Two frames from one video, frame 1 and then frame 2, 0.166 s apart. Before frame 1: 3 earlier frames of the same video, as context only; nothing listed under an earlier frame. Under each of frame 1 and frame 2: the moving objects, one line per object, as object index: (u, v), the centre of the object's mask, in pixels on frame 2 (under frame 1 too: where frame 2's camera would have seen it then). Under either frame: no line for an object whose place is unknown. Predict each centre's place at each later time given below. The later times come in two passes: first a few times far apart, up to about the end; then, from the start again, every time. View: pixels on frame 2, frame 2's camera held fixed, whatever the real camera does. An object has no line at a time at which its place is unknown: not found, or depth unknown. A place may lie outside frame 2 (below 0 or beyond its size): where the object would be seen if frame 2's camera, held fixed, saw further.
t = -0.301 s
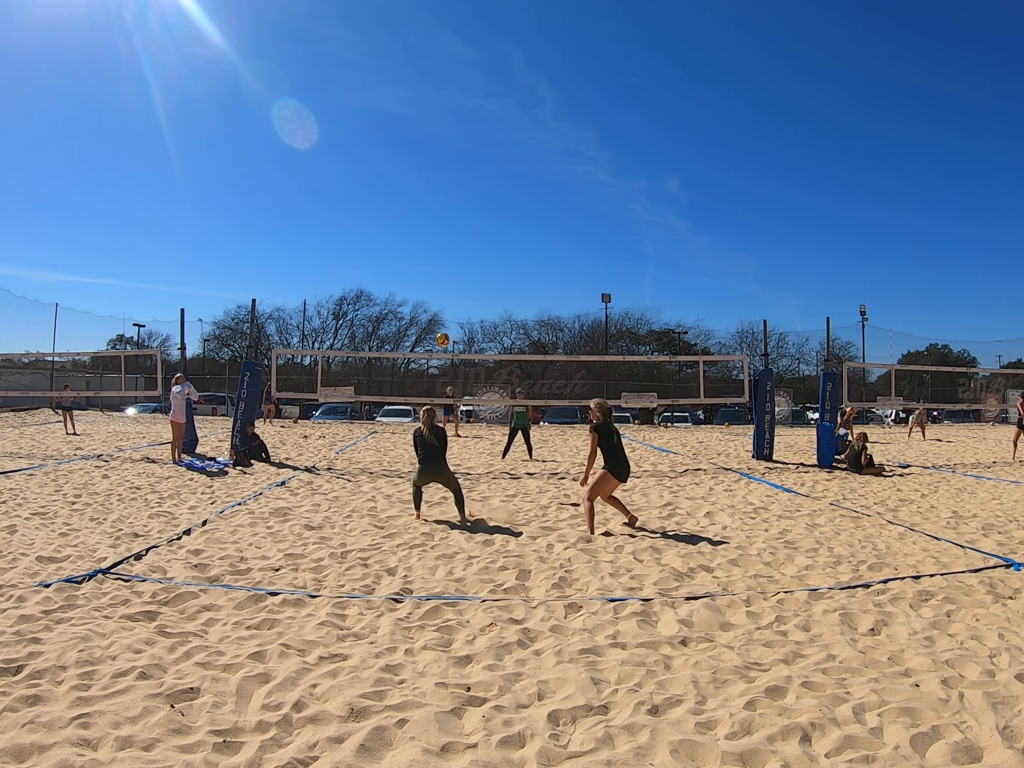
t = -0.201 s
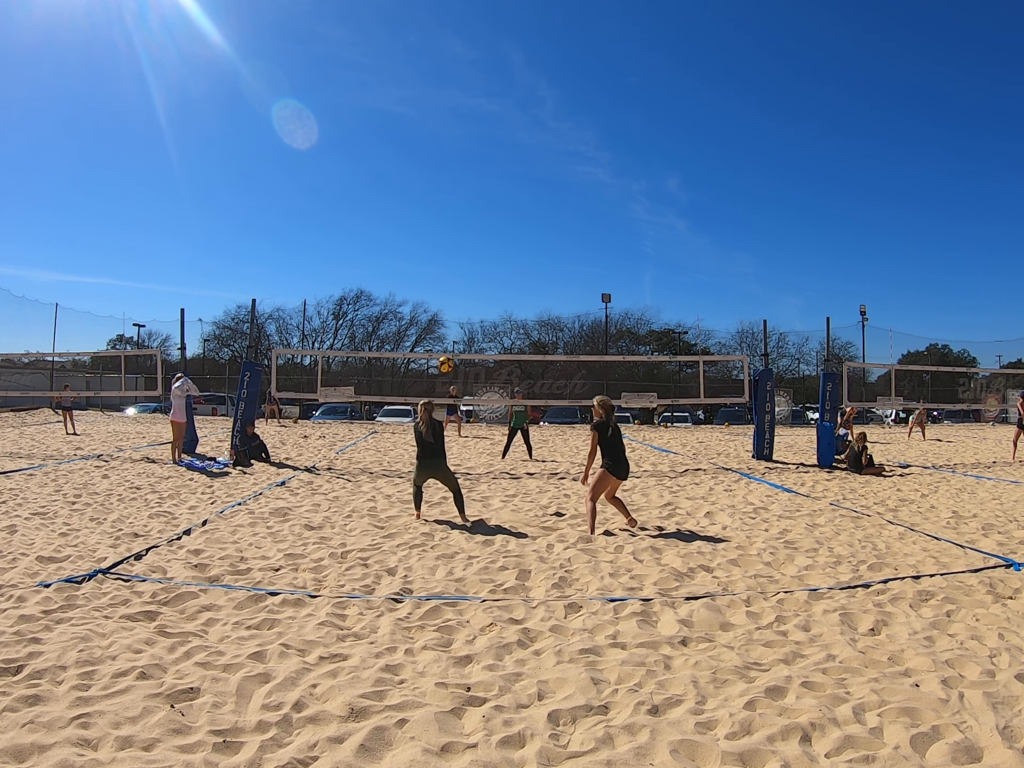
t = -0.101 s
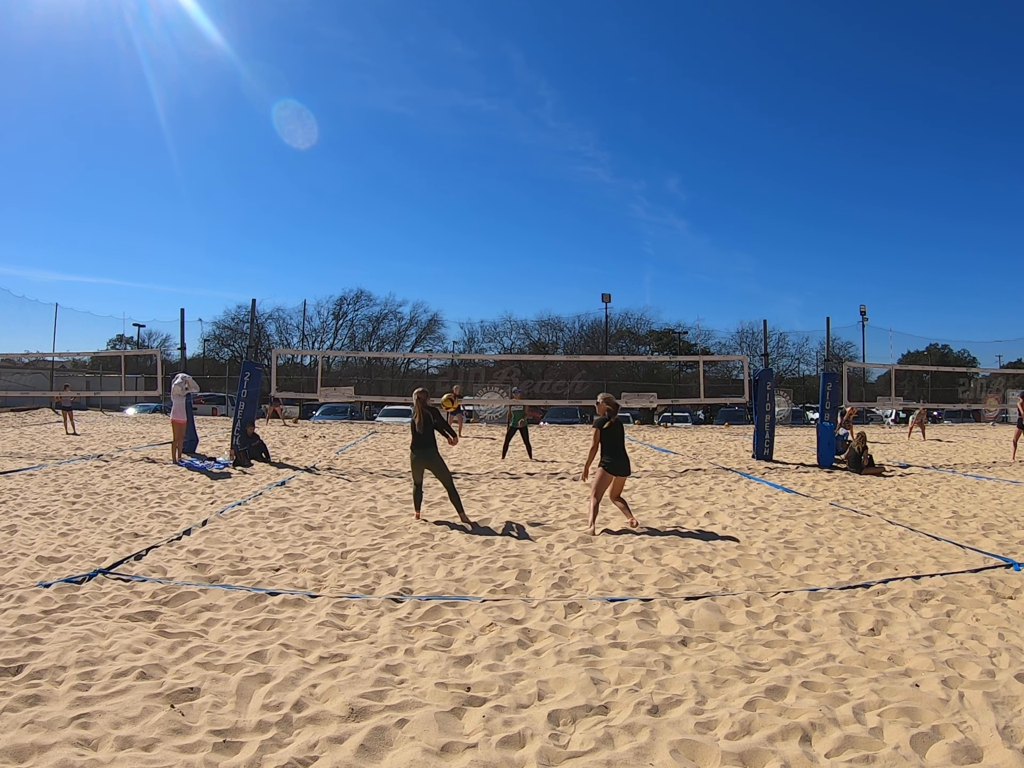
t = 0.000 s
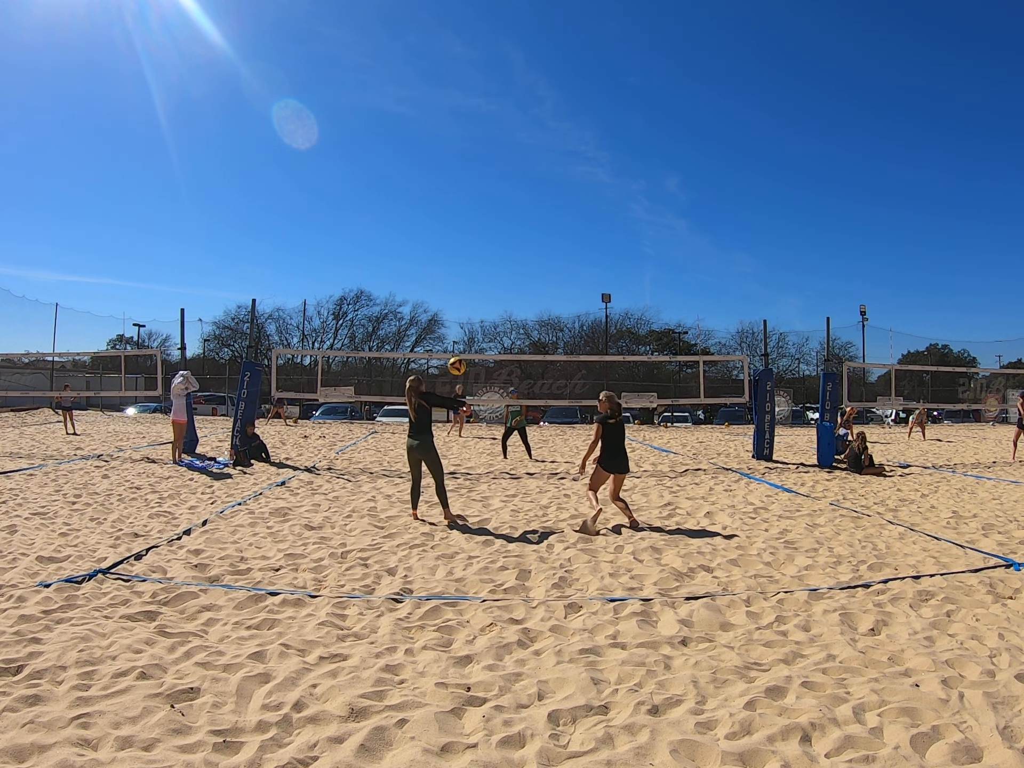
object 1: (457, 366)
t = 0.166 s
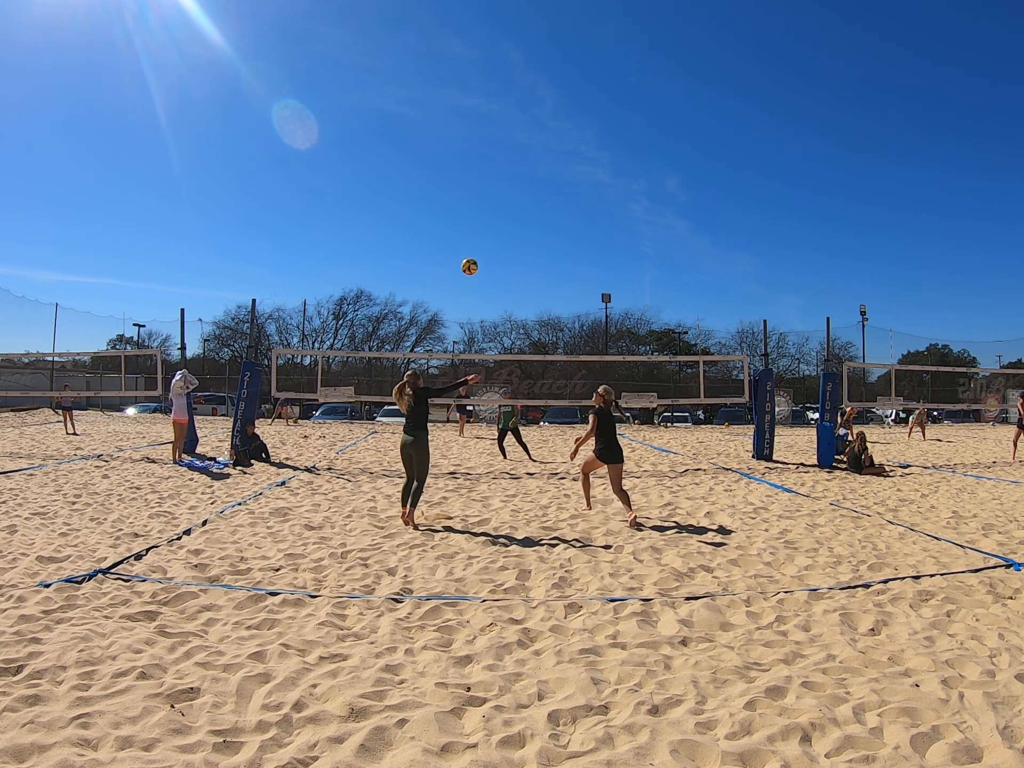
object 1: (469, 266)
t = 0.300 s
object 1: (477, 212)
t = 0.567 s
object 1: (489, 153)
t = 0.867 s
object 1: (500, 145)
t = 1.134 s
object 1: (509, 180)
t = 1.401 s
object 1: (519, 250)
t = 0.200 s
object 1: (471, 251)
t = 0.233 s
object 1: (474, 237)
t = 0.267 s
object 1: (475, 224)
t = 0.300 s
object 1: (477, 212)
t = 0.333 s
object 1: (479, 201)
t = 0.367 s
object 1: (481, 192)
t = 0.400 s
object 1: (482, 183)
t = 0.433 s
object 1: (483, 175)
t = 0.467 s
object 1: (485, 169)
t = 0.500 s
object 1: (486, 163)
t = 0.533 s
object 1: (488, 158)
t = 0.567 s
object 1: (489, 153)
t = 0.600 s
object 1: (490, 150)
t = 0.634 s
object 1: (491, 147)
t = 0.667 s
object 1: (493, 145)
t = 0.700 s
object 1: (494, 143)
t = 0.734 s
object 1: (495, 142)
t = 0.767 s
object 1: (497, 142)
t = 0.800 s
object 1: (498, 142)
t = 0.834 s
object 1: (499, 144)
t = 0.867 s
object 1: (500, 145)
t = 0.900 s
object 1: (501, 148)
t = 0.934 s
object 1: (502, 150)
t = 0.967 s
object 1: (504, 154)
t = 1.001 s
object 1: (505, 158)
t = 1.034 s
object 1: (506, 163)
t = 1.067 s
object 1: (507, 168)
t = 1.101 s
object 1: (508, 174)
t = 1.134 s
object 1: (509, 180)
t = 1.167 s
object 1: (510, 187)
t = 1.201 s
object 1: (512, 194)
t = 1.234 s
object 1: (513, 202)
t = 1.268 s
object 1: (514, 211)
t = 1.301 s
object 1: (515, 220)
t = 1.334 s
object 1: (516, 229)
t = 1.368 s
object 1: (518, 239)
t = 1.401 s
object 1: (519, 250)
